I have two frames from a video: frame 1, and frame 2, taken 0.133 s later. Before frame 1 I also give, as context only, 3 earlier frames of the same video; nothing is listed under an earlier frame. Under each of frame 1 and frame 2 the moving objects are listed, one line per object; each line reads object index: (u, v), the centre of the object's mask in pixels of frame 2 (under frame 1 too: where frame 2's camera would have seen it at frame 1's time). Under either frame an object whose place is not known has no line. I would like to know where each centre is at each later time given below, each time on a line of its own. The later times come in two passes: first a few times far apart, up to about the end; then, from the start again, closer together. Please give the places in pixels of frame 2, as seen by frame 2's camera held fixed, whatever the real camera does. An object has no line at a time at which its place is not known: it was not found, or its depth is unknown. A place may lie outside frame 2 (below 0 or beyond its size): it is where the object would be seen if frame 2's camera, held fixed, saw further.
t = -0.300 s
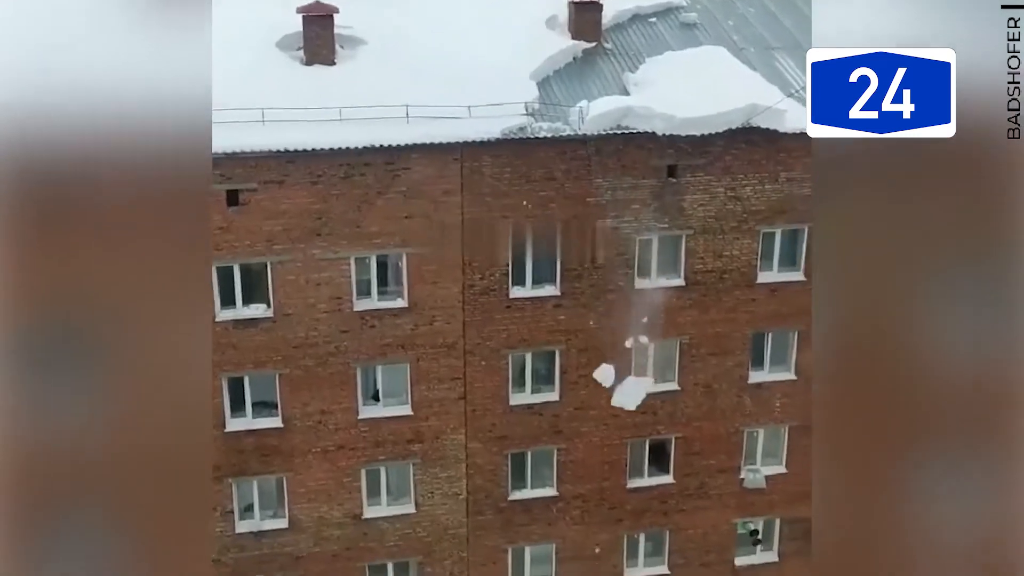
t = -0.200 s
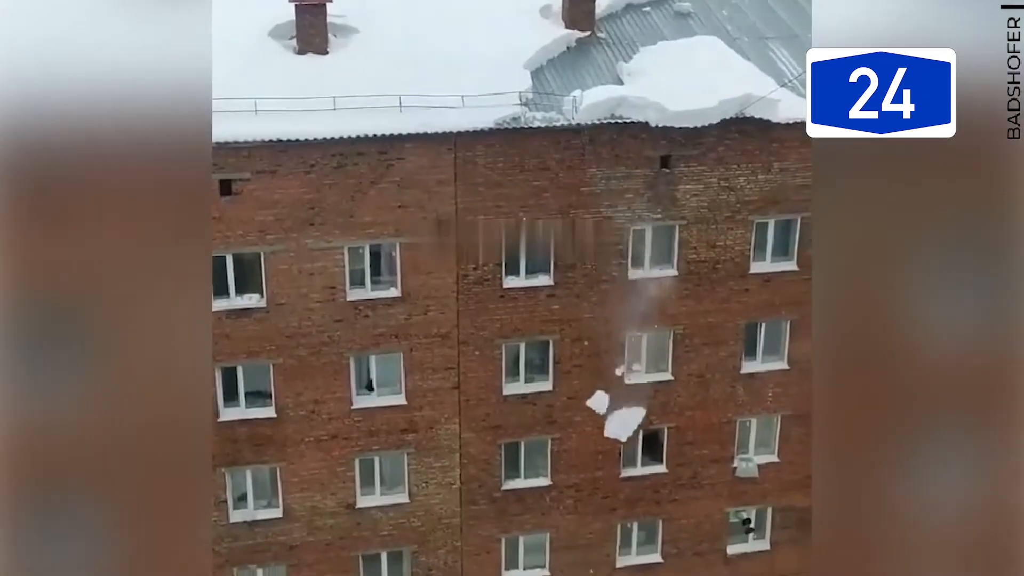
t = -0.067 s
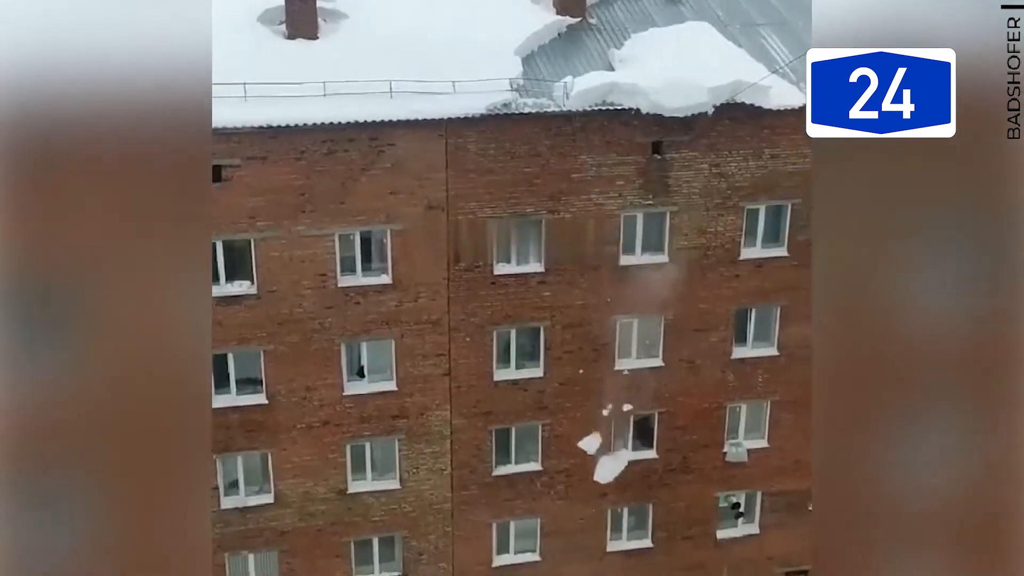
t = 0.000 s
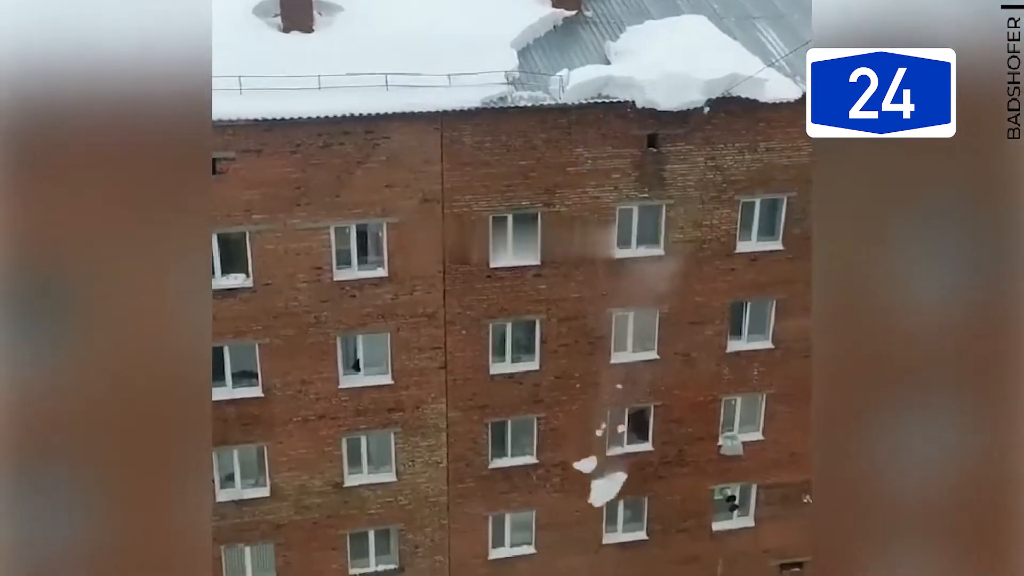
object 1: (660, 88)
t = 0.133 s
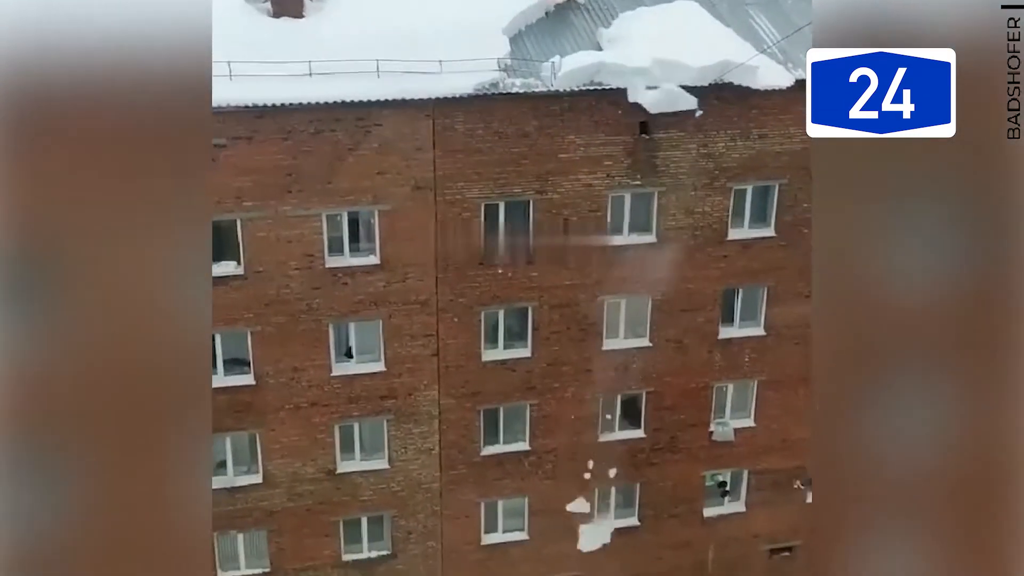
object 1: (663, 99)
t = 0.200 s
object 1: (662, 107)
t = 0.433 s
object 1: (660, 143)
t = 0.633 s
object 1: (658, 195)
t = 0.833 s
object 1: (657, 256)
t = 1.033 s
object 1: (668, 334)
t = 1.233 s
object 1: (653, 405)
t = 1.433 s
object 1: (648, 490)
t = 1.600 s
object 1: (646, 572)
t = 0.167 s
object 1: (662, 103)
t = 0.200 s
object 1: (662, 107)
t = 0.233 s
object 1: (662, 111)
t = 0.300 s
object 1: (661, 122)
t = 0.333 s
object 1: (661, 127)
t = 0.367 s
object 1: (661, 132)
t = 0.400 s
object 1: (660, 137)
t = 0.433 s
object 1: (660, 143)
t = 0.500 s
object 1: (660, 162)
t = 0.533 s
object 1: (659, 170)
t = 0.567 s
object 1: (659, 178)
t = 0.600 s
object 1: (659, 186)
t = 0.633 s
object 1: (658, 195)
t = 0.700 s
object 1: (657, 214)
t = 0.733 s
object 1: (657, 225)
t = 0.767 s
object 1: (656, 235)
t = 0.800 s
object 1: (657, 246)
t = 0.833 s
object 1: (657, 256)
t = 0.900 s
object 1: (654, 279)
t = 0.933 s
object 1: (655, 291)
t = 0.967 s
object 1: (655, 303)
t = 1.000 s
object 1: (665, 320)
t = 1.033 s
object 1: (668, 334)
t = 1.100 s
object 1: (659, 357)
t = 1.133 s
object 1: (657, 365)
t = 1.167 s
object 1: (655, 377)
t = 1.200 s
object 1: (654, 391)
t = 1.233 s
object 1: (653, 405)
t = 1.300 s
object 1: (651, 432)
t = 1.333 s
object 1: (649, 445)
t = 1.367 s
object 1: (650, 461)
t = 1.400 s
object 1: (647, 474)
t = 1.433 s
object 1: (648, 490)
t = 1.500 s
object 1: (649, 527)
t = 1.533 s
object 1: (645, 532)
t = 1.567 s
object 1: (647, 557)
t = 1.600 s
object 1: (646, 572)
